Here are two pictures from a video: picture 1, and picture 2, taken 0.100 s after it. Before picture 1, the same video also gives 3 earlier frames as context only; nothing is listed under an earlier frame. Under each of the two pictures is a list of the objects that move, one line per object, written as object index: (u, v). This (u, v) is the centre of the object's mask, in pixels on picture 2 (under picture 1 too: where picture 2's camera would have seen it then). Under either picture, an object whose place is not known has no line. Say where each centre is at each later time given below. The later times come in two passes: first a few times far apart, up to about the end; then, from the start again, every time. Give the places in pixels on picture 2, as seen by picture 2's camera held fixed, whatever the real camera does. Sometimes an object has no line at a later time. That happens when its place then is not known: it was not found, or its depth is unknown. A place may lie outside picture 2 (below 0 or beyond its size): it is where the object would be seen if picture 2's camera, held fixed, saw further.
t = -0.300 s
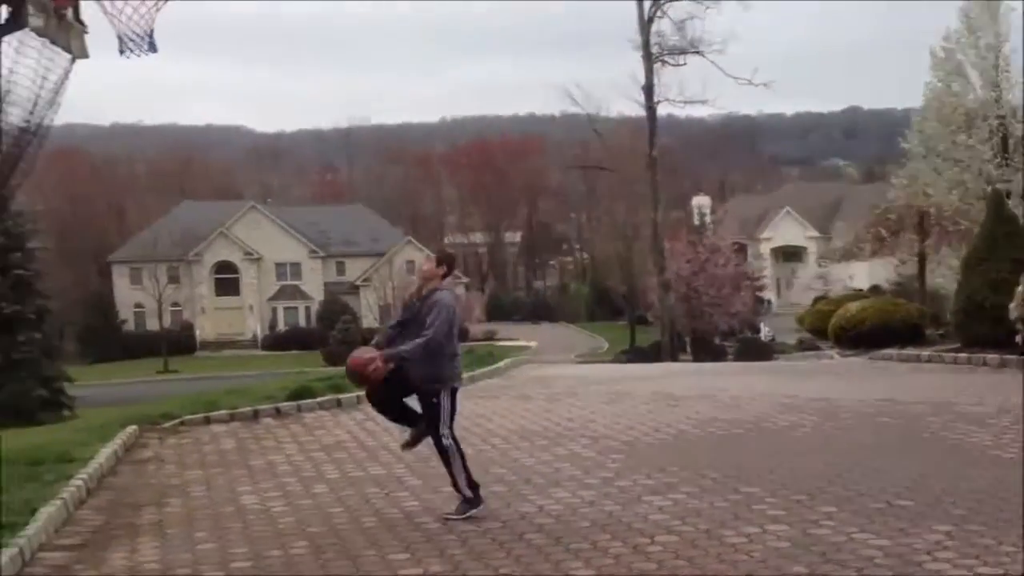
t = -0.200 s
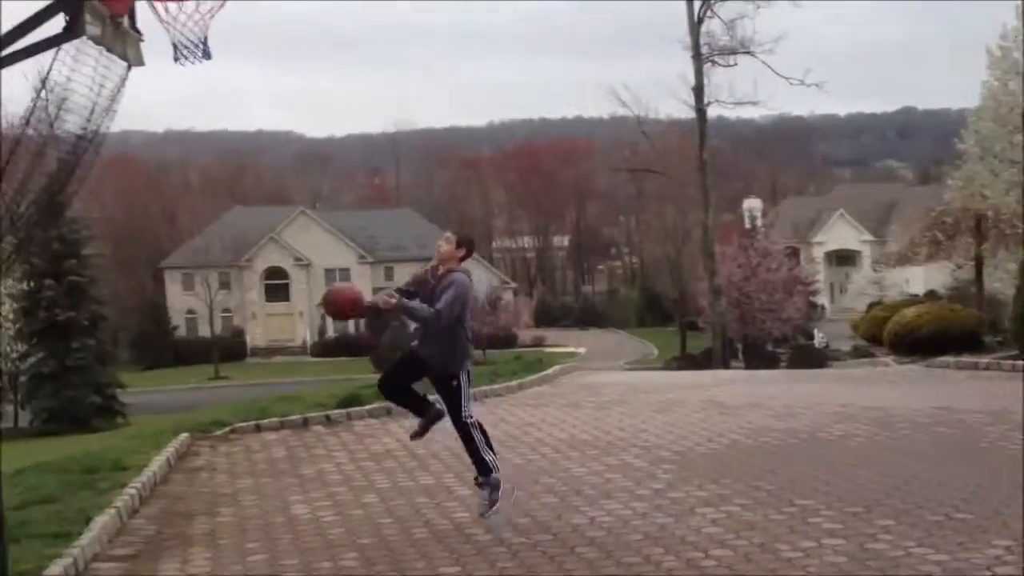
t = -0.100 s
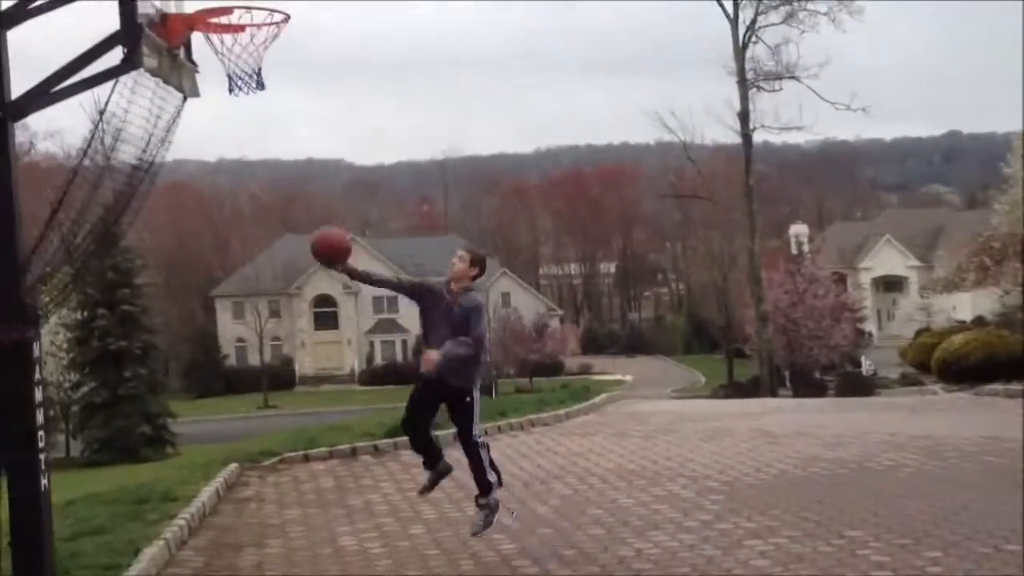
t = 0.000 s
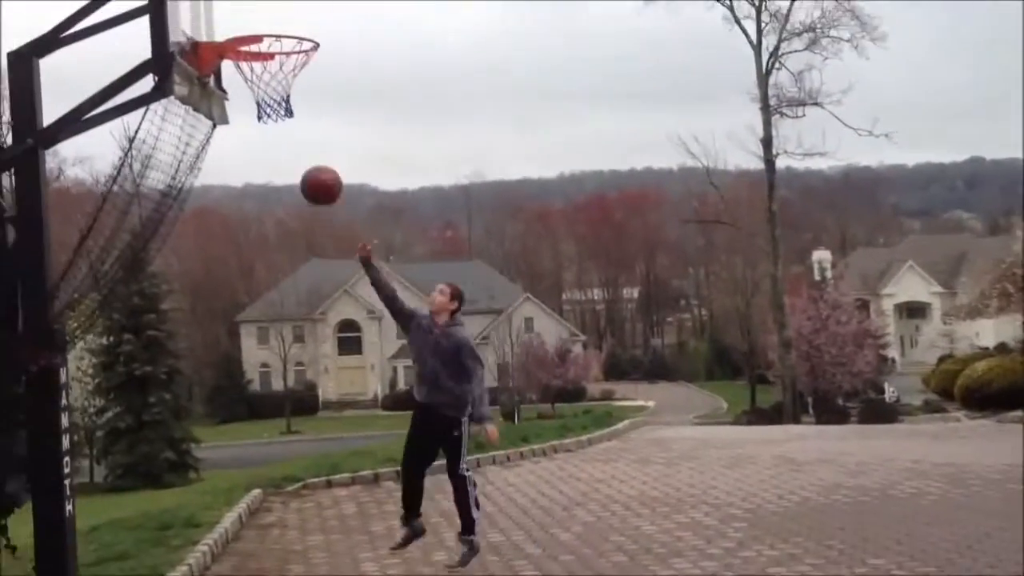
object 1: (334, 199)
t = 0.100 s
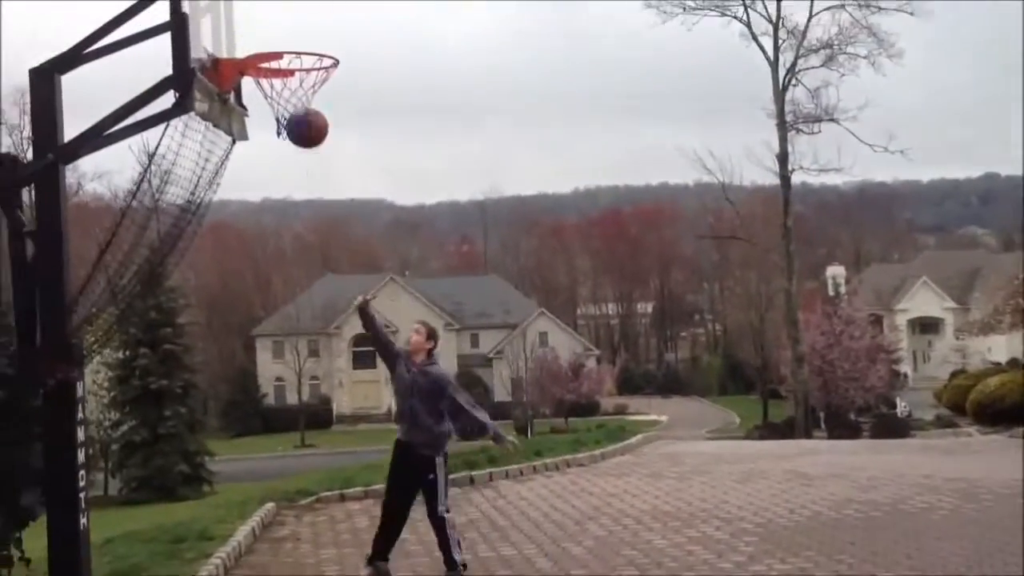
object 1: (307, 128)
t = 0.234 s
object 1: (265, 46)
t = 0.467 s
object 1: (288, 12)
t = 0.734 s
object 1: (338, 35)
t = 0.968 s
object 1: (330, 36)
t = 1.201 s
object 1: (309, 51)
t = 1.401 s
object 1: (291, 122)
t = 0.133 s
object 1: (299, 100)
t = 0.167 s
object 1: (287, 89)
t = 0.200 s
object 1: (279, 70)
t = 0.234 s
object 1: (265, 46)
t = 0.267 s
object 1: (255, 39)
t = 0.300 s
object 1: (254, 29)
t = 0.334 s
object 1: (261, 19)
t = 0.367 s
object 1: (268, 14)
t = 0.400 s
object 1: (274, 12)
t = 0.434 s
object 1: (280, 13)
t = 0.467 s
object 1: (288, 12)
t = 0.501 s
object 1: (296, 12)
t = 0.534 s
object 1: (303, 13)
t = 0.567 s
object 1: (311, 17)
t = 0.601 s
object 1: (320, 22)
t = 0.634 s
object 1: (327, 27)
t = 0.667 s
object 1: (336, 33)
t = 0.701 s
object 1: (341, 39)
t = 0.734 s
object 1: (338, 35)
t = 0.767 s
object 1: (336, 33)
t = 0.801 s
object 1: (335, 33)
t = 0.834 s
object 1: (335, 33)
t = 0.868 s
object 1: (334, 33)
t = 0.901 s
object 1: (335, 34)
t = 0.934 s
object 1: (333, 34)
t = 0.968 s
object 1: (330, 36)
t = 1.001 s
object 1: (327, 37)
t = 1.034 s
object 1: (323, 39)
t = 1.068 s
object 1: (319, 41)
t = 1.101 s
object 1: (316, 43)
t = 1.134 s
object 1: (313, 46)
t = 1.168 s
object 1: (311, 48)
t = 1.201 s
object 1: (309, 51)
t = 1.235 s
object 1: (306, 56)
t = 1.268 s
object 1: (302, 66)
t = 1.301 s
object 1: (299, 78)
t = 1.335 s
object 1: (296, 92)
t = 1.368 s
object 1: (294, 107)
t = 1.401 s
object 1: (291, 122)
